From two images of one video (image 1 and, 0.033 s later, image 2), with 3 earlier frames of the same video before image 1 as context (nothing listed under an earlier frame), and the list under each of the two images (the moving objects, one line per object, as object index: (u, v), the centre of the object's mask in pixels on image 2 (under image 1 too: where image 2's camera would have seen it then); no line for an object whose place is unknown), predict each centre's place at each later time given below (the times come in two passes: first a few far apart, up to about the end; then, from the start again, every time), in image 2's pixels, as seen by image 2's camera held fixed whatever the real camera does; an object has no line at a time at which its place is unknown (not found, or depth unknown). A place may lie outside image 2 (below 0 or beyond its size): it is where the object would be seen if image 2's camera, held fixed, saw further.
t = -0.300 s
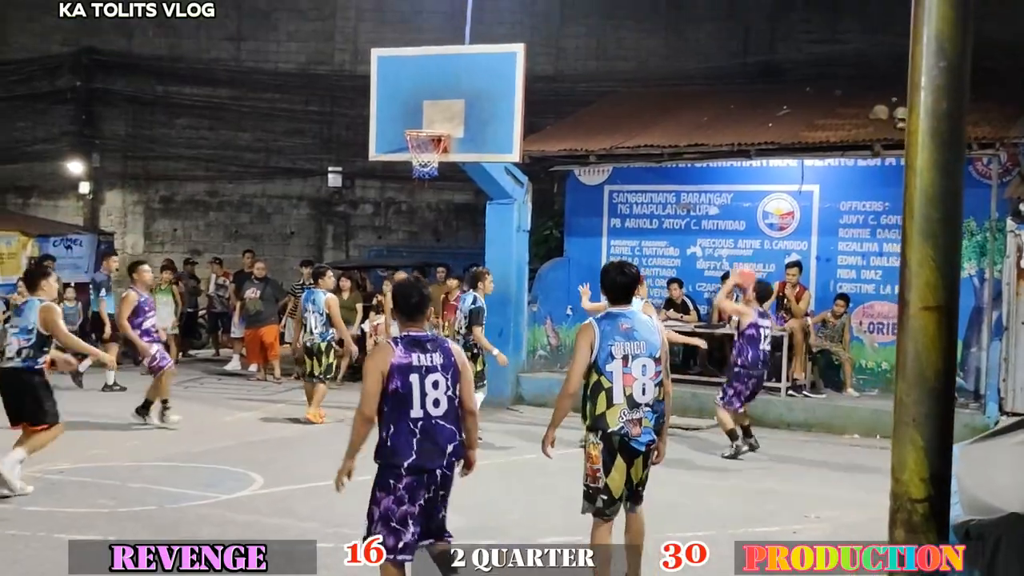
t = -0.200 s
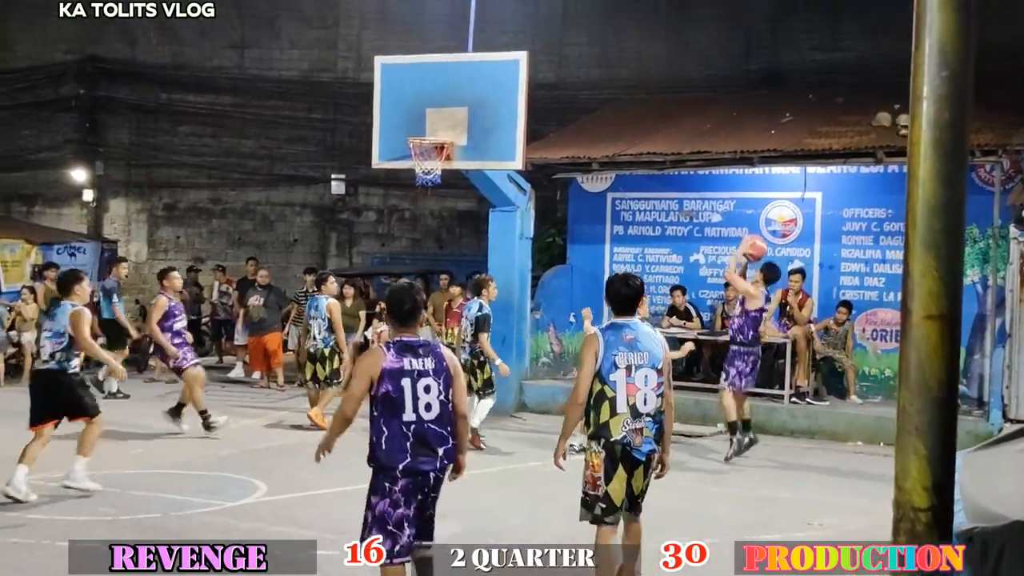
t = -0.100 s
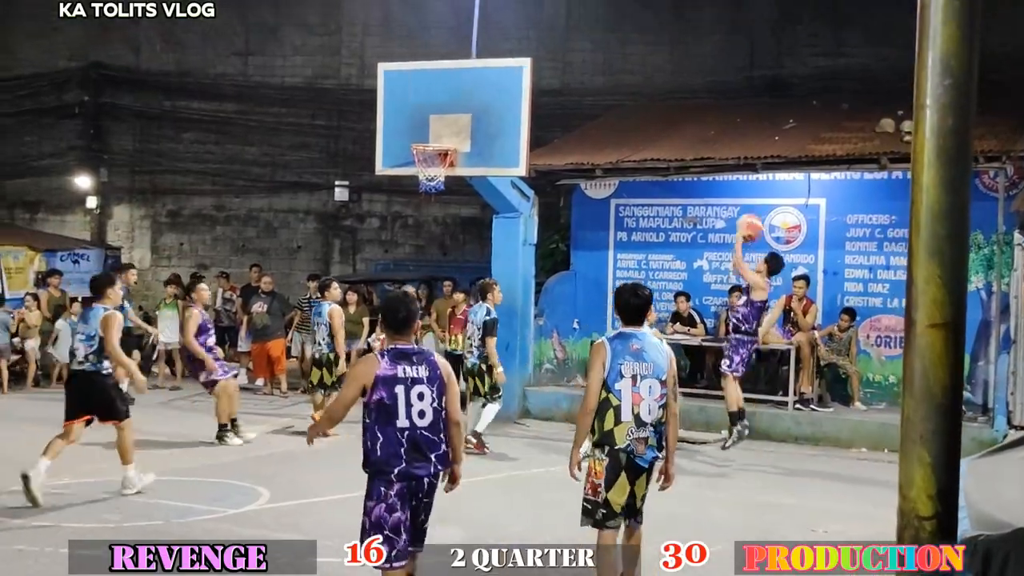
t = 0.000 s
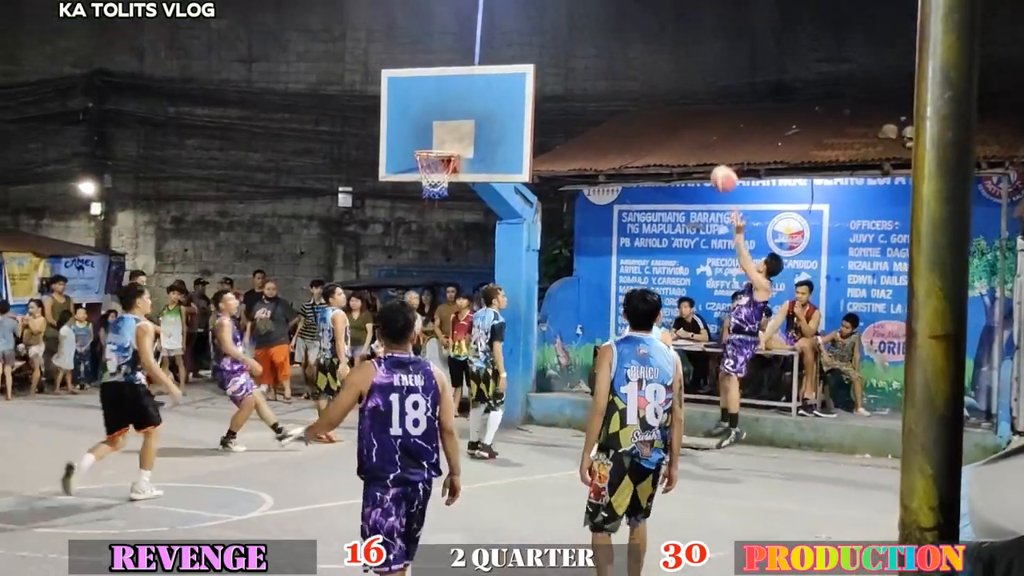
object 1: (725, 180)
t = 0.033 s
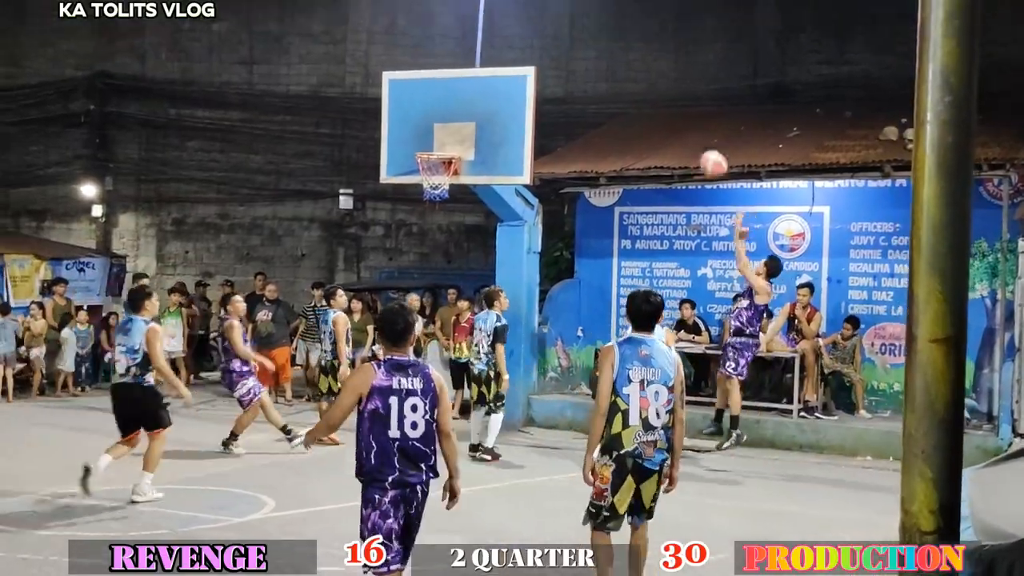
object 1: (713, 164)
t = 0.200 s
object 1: (657, 100)
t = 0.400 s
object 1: (592, 60)
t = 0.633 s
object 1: (519, 63)
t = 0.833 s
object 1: (459, 108)
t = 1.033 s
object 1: (431, 130)
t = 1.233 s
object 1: (442, 111)
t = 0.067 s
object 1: (702, 148)
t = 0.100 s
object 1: (690, 134)
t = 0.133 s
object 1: (680, 123)
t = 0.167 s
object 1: (669, 111)
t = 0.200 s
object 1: (657, 100)
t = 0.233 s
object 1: (646, 91)
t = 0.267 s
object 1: (635, 83)
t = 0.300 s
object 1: (624, 75)
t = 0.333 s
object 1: (613, 69)
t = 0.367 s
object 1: (603, 64)
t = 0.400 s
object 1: (592, 60)
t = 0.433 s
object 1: (581, 58)
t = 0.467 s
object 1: (571, 56)
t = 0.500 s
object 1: (560, 56)
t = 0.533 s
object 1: (549, 56)
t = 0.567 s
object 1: (539, 57)
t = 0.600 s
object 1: (529, 60)
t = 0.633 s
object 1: (519, 63)
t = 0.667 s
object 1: (508, 69)
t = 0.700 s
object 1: (499, 75)
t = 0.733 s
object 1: (488, 82)
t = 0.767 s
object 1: (478, 90)
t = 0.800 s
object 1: (469, 99)
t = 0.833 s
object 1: (459, 108)
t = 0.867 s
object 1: (449, 118)
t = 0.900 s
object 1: (438, 130)
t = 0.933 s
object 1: (429, 142)
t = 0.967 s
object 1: (427, 144)
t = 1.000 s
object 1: (429, 137)
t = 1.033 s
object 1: (431, 130)
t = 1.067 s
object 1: (433, 124)
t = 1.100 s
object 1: (435, 120)
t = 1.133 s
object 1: (436, 116)
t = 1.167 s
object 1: (438, 114)
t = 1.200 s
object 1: (440, 112)
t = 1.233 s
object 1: (442, 111)
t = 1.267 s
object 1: (443, 112)
